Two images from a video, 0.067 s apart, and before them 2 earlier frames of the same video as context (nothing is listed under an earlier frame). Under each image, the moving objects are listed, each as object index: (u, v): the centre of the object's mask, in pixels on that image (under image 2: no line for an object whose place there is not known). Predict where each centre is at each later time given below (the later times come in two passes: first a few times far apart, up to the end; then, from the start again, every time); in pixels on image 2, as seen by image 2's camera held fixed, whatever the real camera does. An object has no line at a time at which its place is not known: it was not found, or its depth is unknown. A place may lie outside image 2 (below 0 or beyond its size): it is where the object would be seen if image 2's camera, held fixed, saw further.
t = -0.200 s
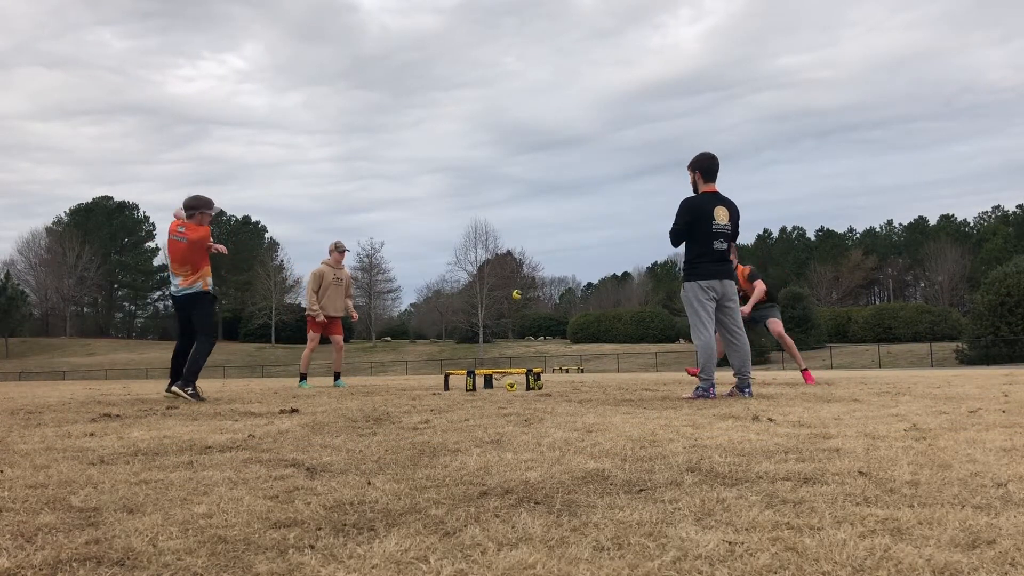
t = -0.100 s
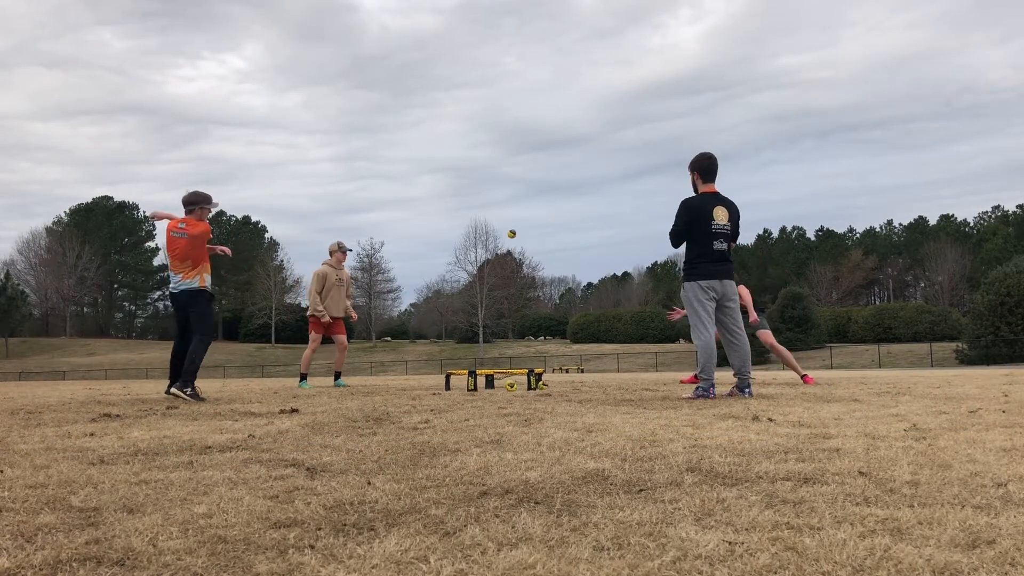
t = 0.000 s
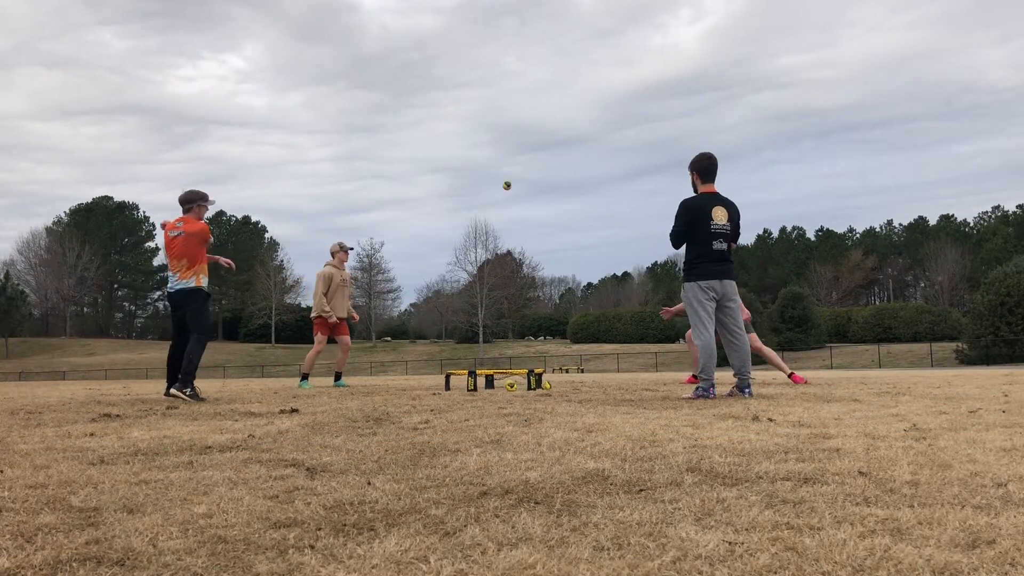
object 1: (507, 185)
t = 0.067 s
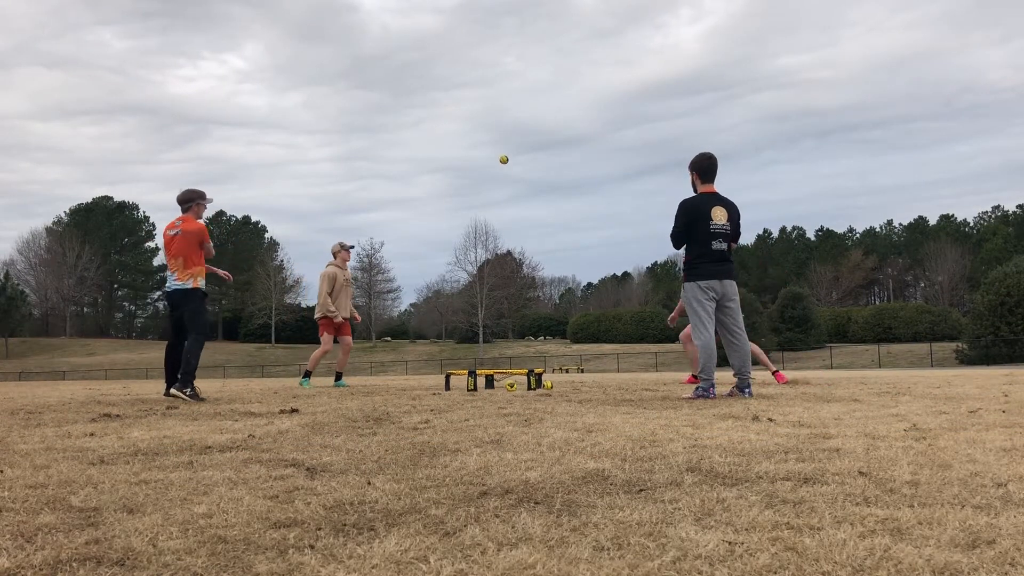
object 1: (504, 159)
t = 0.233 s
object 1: (498, 116)
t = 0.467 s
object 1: (492, 101)
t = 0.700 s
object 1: (485, 132)
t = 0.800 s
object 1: (483, 157)
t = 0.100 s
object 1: (503, 149)
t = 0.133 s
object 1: (502, 139)
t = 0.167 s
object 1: (500, 130)
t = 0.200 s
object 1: (498, 122)
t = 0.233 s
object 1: (498, 116)
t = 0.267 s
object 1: (497, 111)
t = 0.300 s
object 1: (496, 107)
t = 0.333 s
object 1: (495, 104)
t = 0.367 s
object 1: (494, 102)
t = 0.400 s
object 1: (493, 101)
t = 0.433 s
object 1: (492, 101)
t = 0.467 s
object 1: (492, 101)
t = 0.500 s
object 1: (491, 103)
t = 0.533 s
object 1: (490, 106)
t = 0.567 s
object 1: (489, 109)
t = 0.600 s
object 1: (488, 113)
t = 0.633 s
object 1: (487, 119)
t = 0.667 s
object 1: (486, 125)
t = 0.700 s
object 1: (485, 132)
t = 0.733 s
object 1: (484, 140)
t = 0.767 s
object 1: (484, 148)
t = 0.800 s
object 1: (483, 157)
